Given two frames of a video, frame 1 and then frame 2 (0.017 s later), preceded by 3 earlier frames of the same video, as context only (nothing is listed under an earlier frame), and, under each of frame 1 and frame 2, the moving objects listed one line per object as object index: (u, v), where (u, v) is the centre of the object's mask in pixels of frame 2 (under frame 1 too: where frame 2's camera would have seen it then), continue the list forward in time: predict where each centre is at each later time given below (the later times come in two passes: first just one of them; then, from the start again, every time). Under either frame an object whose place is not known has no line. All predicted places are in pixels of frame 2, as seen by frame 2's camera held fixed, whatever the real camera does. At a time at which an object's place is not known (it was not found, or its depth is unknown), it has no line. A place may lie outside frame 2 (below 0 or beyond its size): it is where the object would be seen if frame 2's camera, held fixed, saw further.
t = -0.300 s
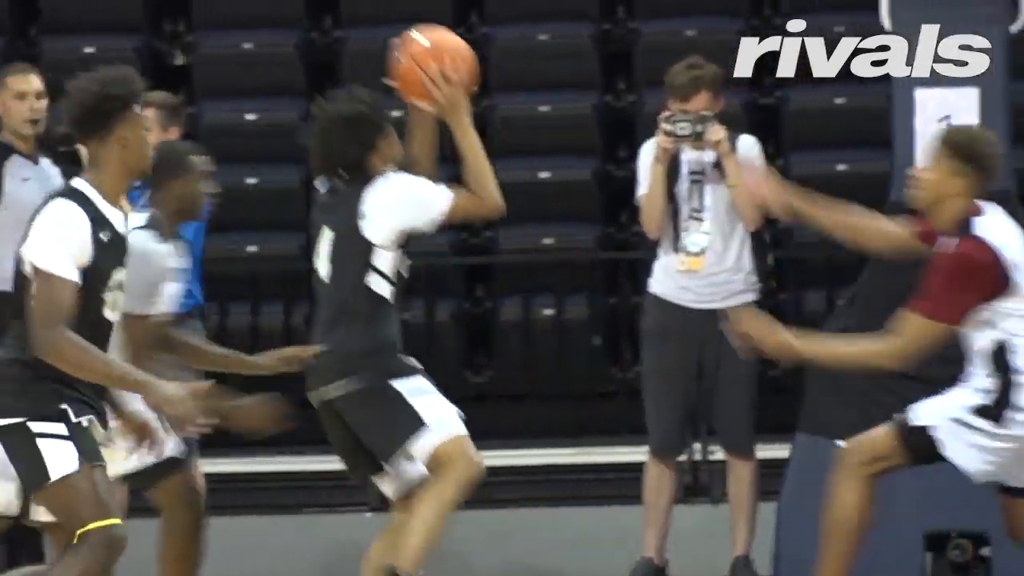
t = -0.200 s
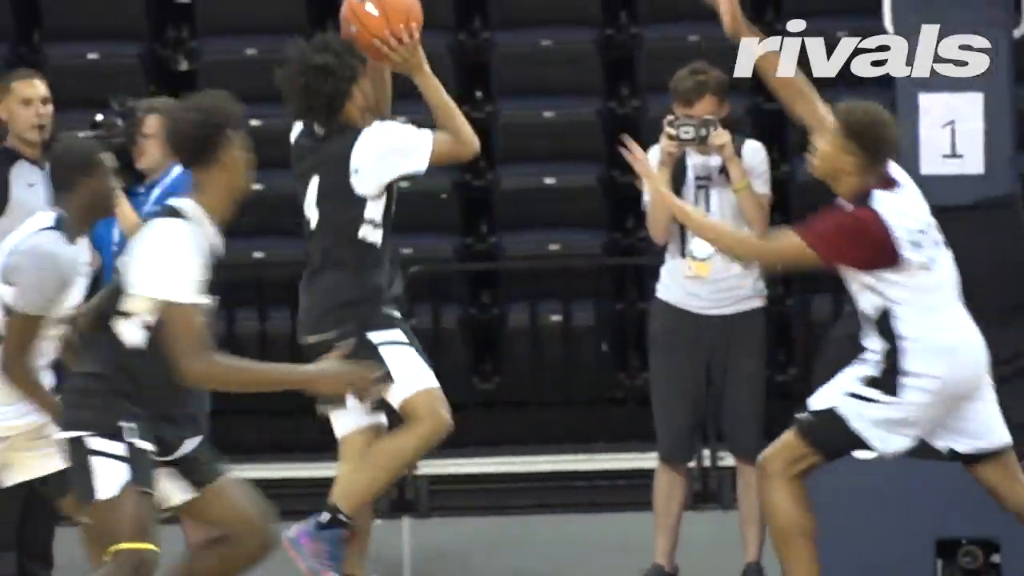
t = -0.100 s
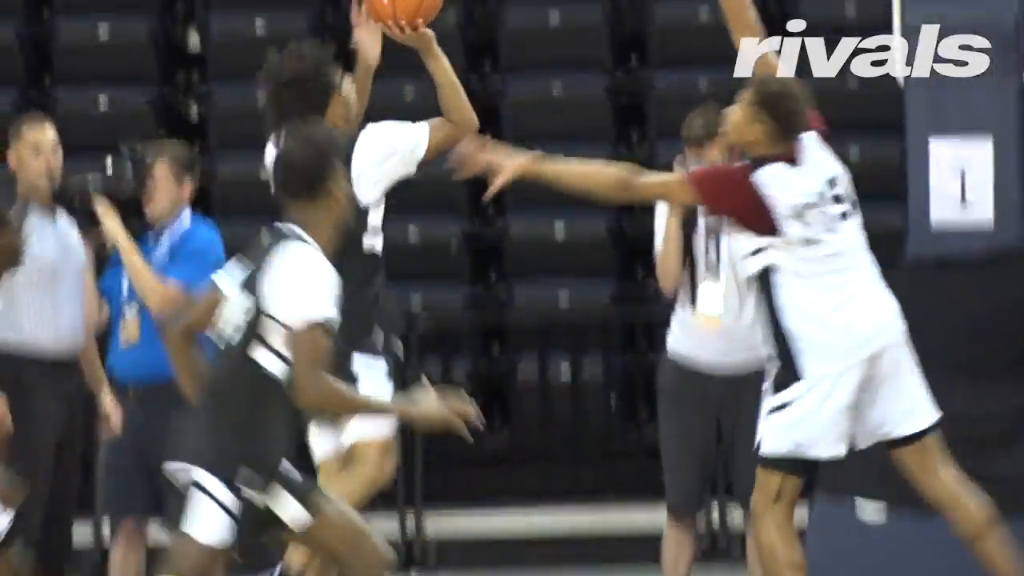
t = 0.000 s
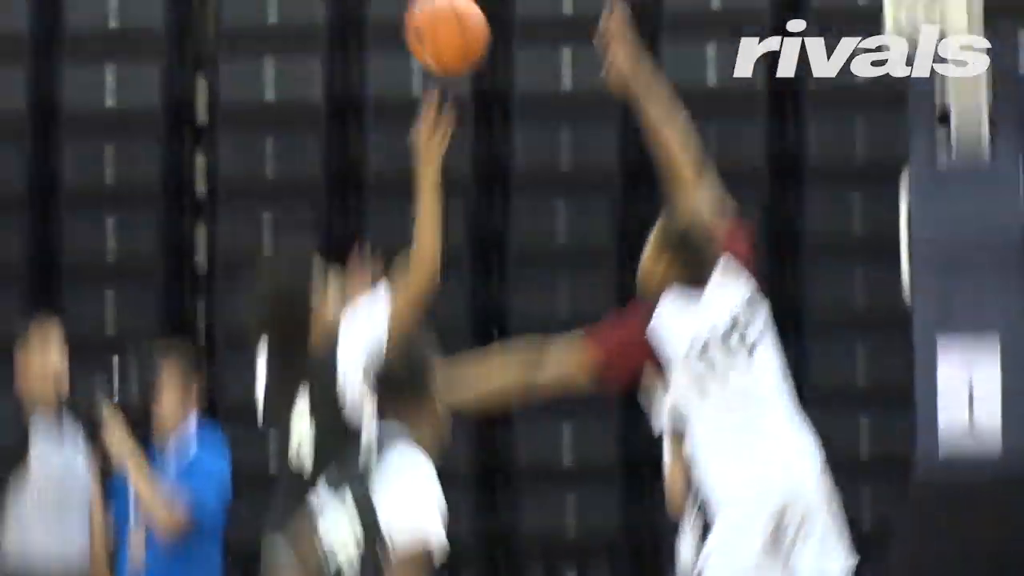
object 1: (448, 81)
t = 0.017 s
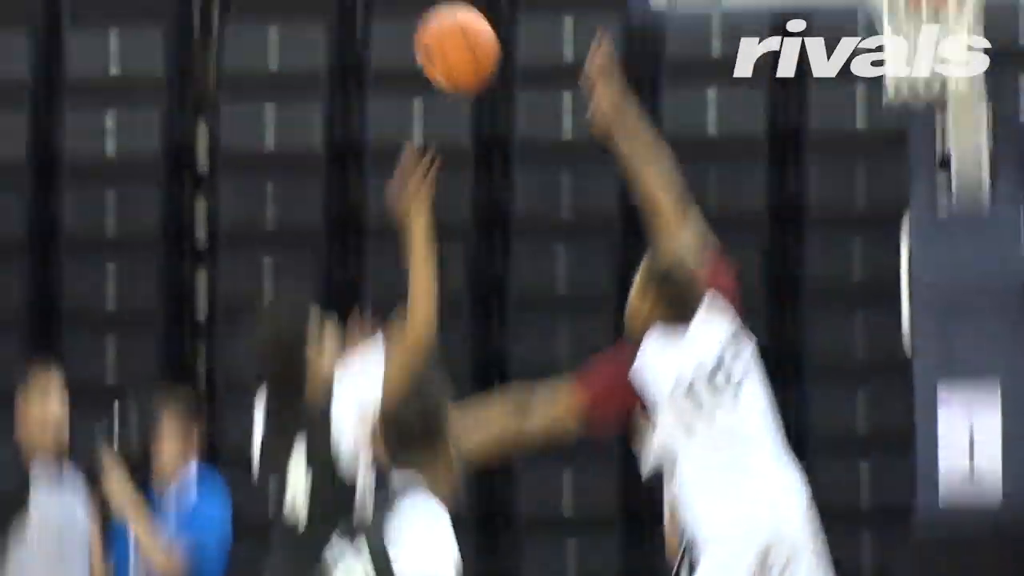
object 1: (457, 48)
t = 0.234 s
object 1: (574, -217)
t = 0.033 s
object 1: (466, 17)
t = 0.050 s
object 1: (475, -10)
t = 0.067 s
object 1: (485, -37)
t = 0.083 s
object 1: (495, -62)
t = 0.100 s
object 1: (507, -85)
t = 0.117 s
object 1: (518, -105)
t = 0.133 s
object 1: (528, -123)
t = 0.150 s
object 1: (538, -143)
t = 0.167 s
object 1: (547, -161)
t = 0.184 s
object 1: (555, -177)
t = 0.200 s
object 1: (561, -192)
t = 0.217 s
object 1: (566, -204)
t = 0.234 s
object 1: (574, -217)
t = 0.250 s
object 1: (584, -231)
